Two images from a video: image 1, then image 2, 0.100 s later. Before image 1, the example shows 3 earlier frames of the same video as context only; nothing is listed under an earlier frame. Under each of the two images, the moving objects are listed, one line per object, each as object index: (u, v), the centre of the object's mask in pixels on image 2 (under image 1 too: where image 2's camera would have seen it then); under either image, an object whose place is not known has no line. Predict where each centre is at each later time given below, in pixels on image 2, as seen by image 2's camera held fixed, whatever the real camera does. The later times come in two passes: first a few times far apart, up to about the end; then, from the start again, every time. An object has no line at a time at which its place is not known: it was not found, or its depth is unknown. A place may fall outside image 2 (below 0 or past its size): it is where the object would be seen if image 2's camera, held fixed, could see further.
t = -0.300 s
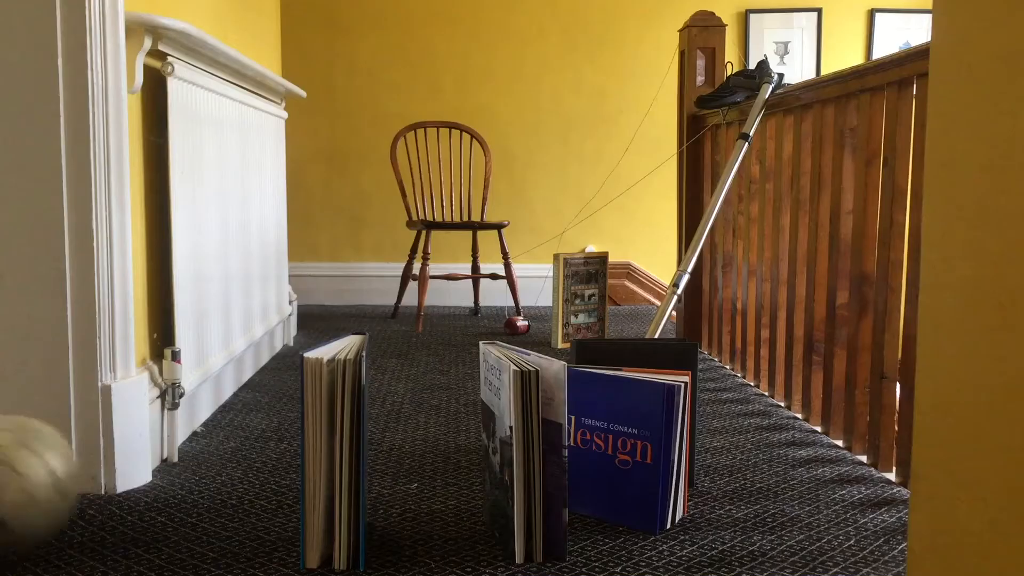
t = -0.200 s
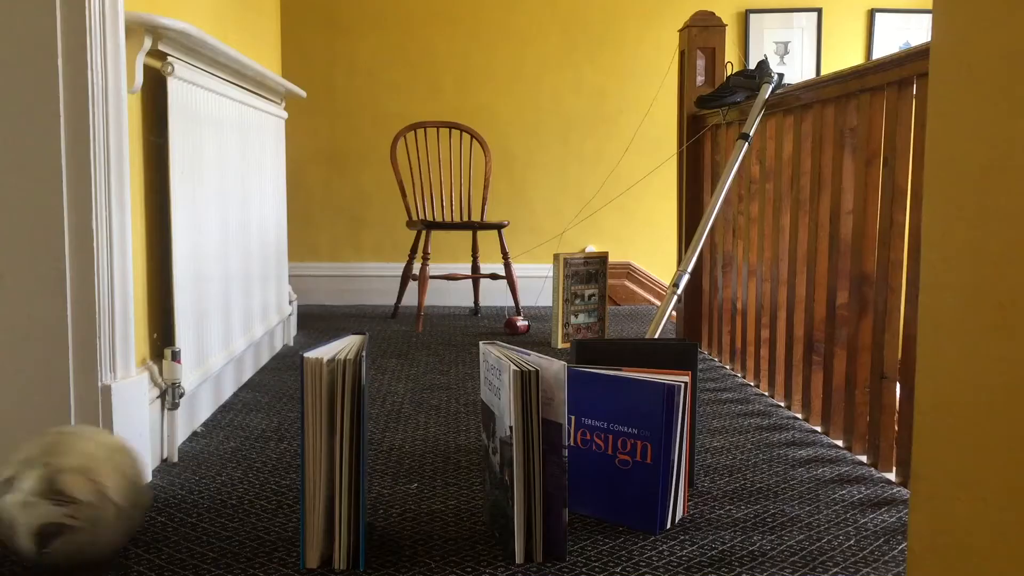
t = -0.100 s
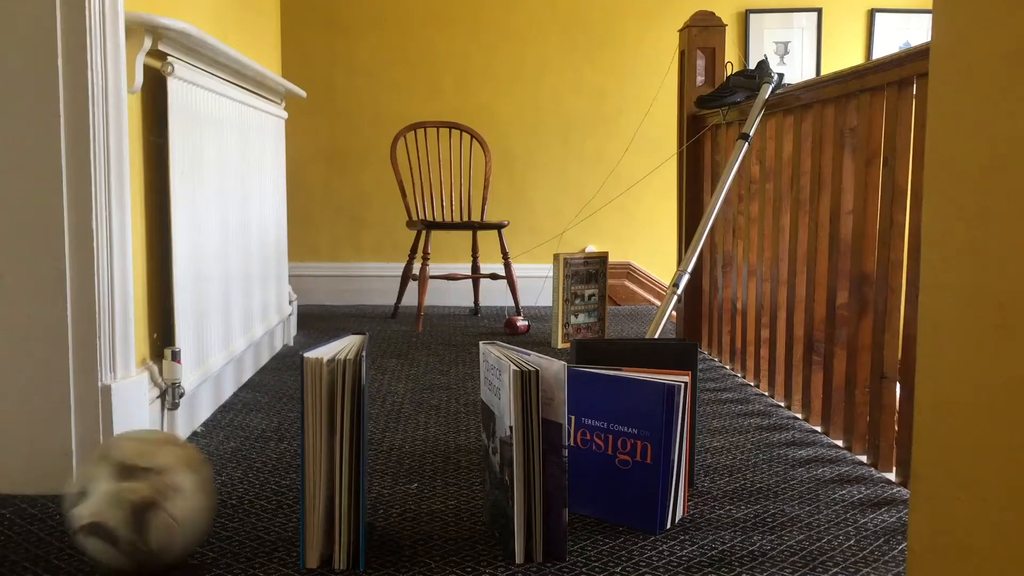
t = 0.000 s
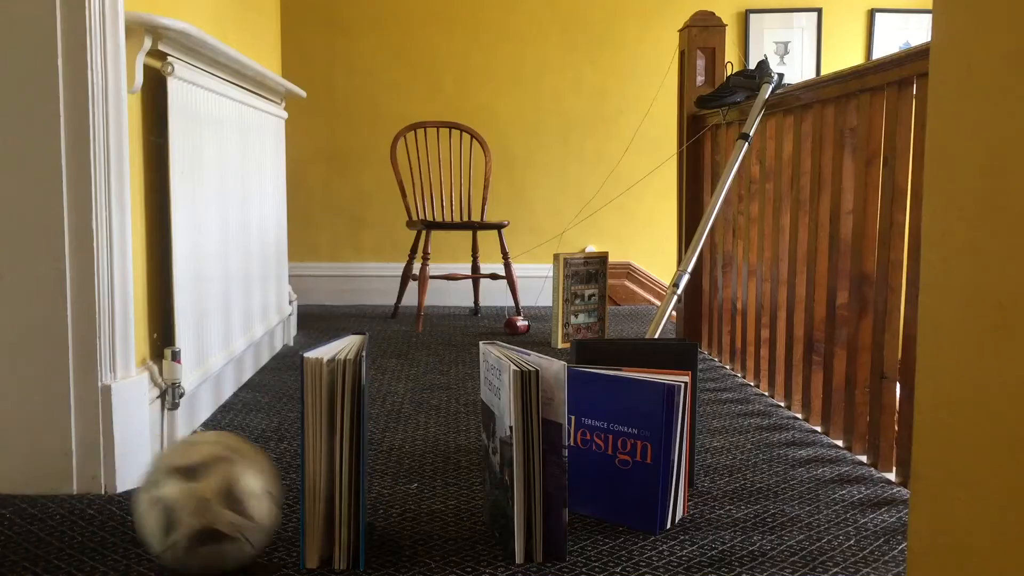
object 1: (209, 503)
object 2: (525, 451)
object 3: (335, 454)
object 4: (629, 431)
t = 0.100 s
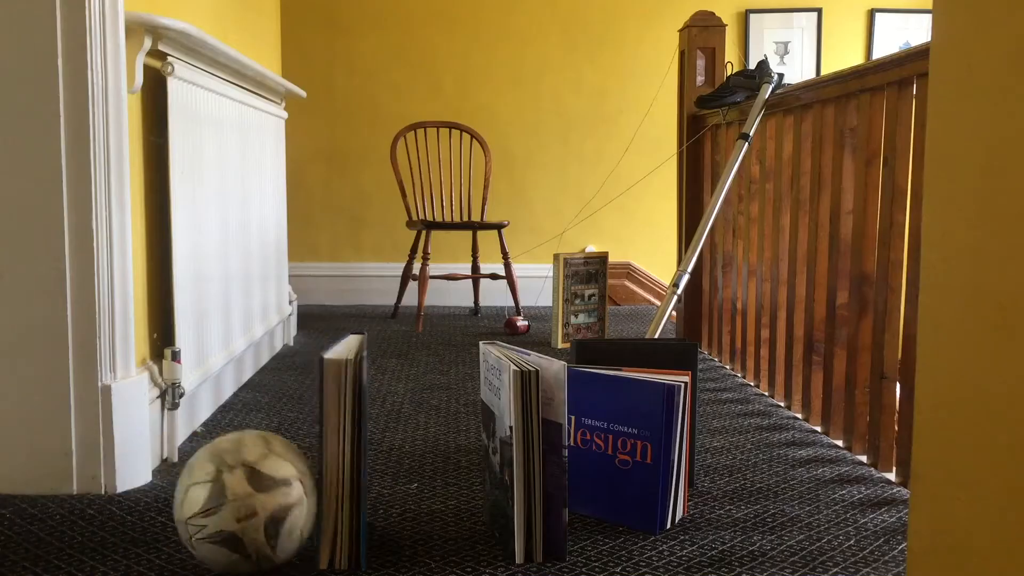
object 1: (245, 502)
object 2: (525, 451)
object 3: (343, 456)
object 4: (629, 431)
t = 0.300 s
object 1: (252, 502)
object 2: (525, 451)
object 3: (359, 454)
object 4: (629, 431)
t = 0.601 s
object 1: (261, 502)
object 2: (525, 451)
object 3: (412, 462)
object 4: (629, 431)
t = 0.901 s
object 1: (275, 501)
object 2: (601, 454)
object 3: (453, 507)
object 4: (662, 393)
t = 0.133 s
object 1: (249, 502)
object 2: (525, 451)
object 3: (346, 455)
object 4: (629, 431)
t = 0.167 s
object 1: (250, 502)
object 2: (525, 451)
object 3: (349, 455)
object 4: (629, 431)
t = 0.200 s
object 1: (250, 502)
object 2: (525, 451)
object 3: (351, 454)
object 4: (629, 431)
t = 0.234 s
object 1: (251, 503)
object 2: (525, 451)
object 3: (353, 453)
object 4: (629, 431)
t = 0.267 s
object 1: (251, 502)
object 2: (525, 451)
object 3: (356, 453)
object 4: (629, 431)
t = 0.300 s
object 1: (252, 502)
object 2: (525, 451)
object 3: (359, 454)
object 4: (629, 431)
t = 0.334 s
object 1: (253, 502)
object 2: (525, 451)
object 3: (362, 454)
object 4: (629, 431)
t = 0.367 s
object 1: (253, 502)
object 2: (525, 451)
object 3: (365, 454)
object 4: (629, 431)
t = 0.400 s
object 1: (254, 502)
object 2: (525, 450)
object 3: (368, 454)
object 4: (629, 431)
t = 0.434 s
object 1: (255, 502)
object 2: (525, 450)
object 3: (373, 454)
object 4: (629, 431)
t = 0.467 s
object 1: (256, 502)
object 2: (525, 451)
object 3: (380, 452)
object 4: (629, 431)
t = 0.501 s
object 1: (257, 502)
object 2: (525, 450)
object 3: (387, 453)
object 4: (629, 431)
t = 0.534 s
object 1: (258, 502)
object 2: (525, 450)
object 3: (396, 455)
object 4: (629, 431)
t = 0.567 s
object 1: (259, 502)
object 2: (525, 450)
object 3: (403, 458)
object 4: (629, 431)
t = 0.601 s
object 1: (261, 502)
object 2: (525, 451)
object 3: (412, 462)
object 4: (629, 431)
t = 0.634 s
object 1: (262, 502)
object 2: (527, 453)
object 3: (422, 467)
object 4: (630, 431)
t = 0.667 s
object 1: (264, 502)
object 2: (533, 453)
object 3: (424, 470)
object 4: (633, 431)
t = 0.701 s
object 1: (266, 502)
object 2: (539, 453)
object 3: (429, 475)
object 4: (636, 432)
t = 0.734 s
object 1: (267, 502)
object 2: (546, 453)
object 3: (434, 479)
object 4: (639, 433)
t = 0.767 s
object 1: (269, 502)
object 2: (552, 453)
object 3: (437, 485)
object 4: (643, 434)
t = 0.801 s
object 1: (271, 502)
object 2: (562, 450)
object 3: (443, 491)
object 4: (646, 434)
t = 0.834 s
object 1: (272, 502)
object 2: (575, 448)
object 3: (447, 497)
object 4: (650, 434)
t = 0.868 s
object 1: (274, 501)
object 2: (590, 448)
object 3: (452, 503)
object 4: (652, 431)
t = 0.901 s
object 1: (275, 501)
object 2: (601, 454)
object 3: (453, 507)
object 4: (662, 393)
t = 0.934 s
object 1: (276, 501)
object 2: (612, 461)
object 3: (453, 511)
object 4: (649, 394)
